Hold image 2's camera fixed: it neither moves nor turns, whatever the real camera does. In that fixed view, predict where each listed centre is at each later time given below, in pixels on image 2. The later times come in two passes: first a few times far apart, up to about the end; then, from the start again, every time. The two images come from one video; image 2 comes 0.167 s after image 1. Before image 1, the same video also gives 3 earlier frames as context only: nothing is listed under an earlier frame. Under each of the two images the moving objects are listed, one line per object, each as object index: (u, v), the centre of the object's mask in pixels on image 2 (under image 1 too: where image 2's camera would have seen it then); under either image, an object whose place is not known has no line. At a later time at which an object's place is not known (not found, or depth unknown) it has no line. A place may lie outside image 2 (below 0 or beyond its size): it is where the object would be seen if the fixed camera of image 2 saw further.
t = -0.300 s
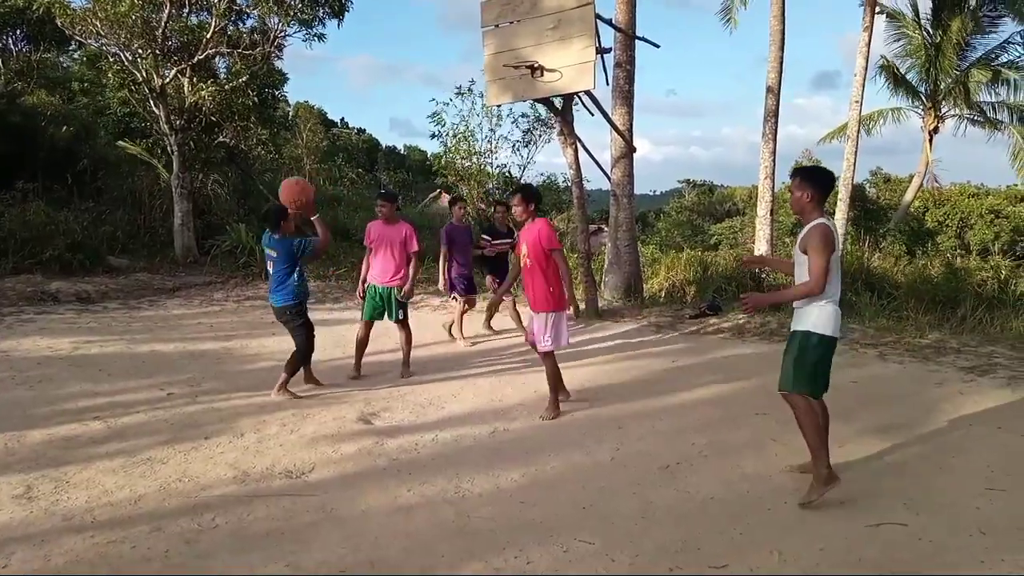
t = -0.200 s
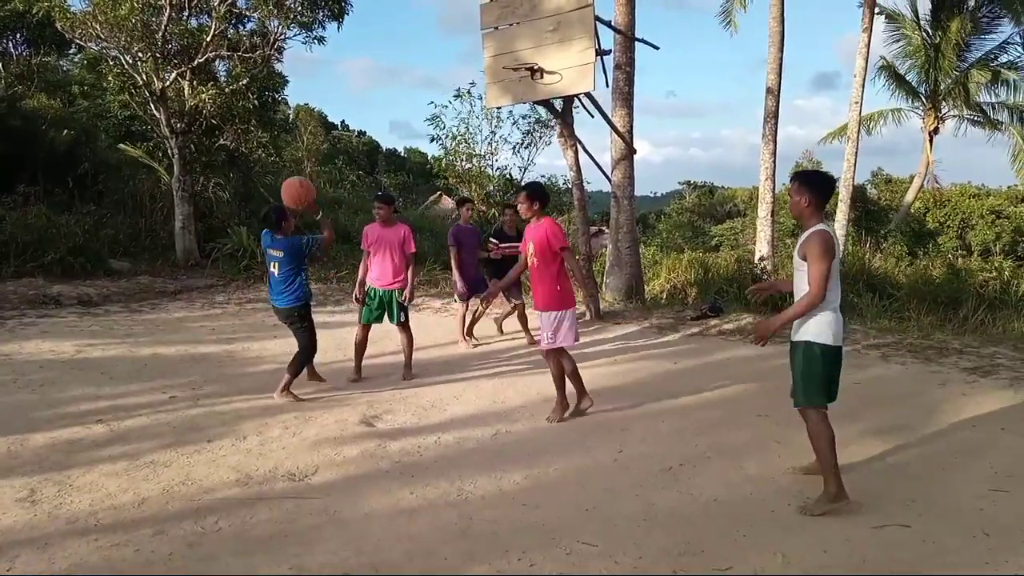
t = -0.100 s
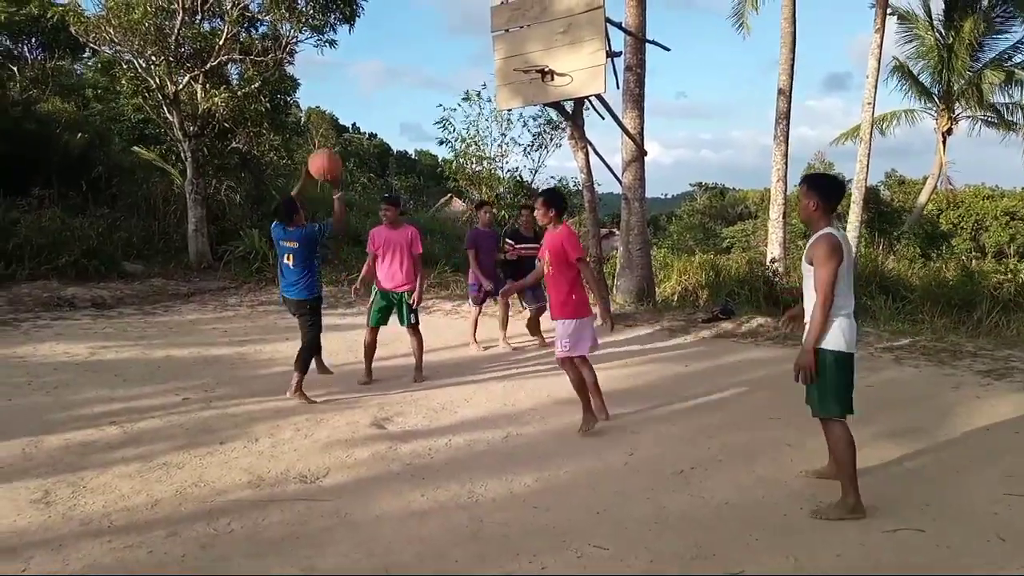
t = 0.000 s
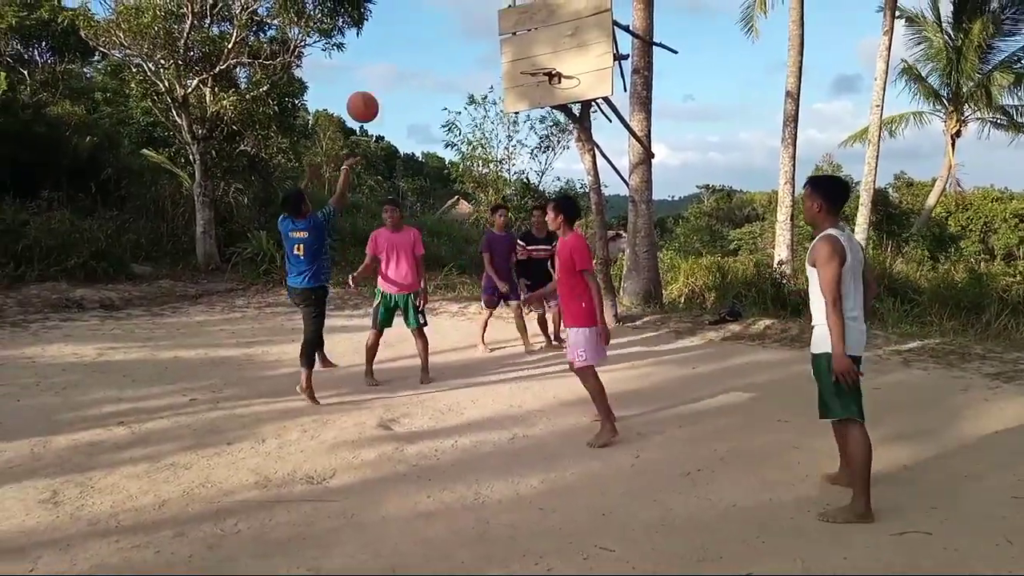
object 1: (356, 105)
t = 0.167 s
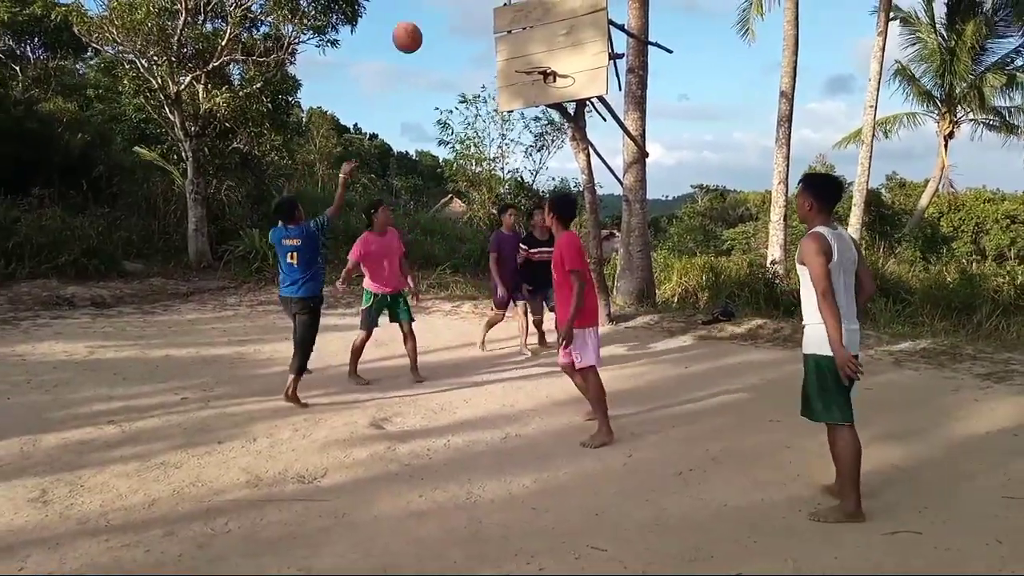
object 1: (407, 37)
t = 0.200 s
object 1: (416, 28)
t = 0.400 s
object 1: (471, 11)
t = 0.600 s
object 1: (521, 39)
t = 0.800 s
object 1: (551, 49)
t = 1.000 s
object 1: (577, 65)
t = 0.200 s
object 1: (416, 28)
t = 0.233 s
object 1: (425, 22)
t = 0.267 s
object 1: (434, 17)
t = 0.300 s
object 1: (443, 14)
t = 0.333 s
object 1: (453, 12)
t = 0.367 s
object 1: (462, 10)
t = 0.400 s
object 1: (471, 11)
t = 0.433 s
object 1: (480, 12)
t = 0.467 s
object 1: (488, 15)
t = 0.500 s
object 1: (497, 19)
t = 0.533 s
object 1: (505, 24)
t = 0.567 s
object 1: (513, 31)
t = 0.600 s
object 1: (521, 39)
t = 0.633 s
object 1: (529, 47)
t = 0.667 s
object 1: (536, 57)
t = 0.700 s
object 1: (539, 56)
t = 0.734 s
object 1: (542, 53)
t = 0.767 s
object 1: (546, 51)
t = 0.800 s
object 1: (551, 49)
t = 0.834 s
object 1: (555, 48)
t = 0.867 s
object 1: (559, 49)
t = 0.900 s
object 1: (564, 51)
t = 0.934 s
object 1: (568, 55)
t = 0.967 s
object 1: (573, 59)
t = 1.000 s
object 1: (577, 65)
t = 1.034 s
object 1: (581, 72)
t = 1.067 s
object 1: (586, 80)
